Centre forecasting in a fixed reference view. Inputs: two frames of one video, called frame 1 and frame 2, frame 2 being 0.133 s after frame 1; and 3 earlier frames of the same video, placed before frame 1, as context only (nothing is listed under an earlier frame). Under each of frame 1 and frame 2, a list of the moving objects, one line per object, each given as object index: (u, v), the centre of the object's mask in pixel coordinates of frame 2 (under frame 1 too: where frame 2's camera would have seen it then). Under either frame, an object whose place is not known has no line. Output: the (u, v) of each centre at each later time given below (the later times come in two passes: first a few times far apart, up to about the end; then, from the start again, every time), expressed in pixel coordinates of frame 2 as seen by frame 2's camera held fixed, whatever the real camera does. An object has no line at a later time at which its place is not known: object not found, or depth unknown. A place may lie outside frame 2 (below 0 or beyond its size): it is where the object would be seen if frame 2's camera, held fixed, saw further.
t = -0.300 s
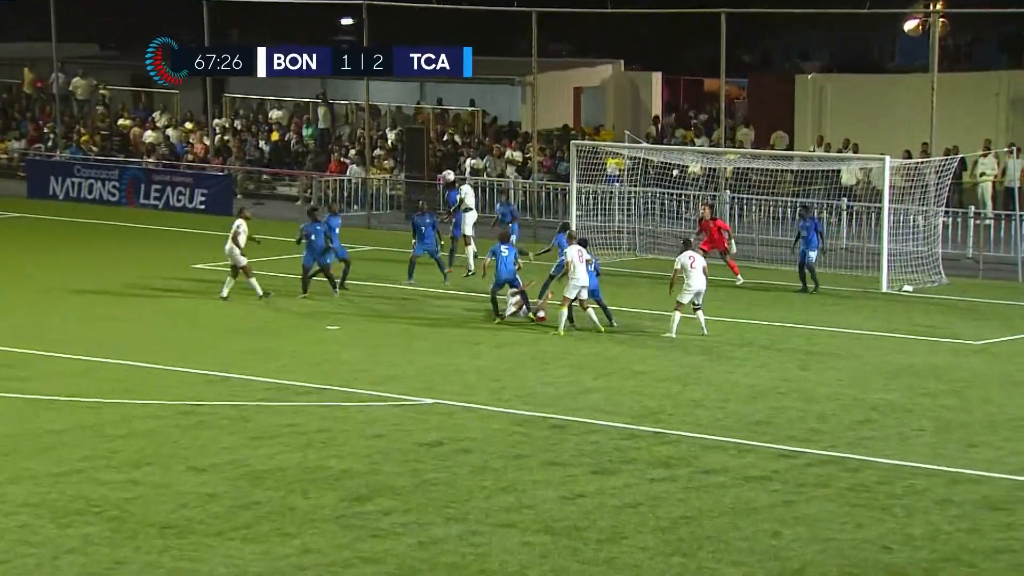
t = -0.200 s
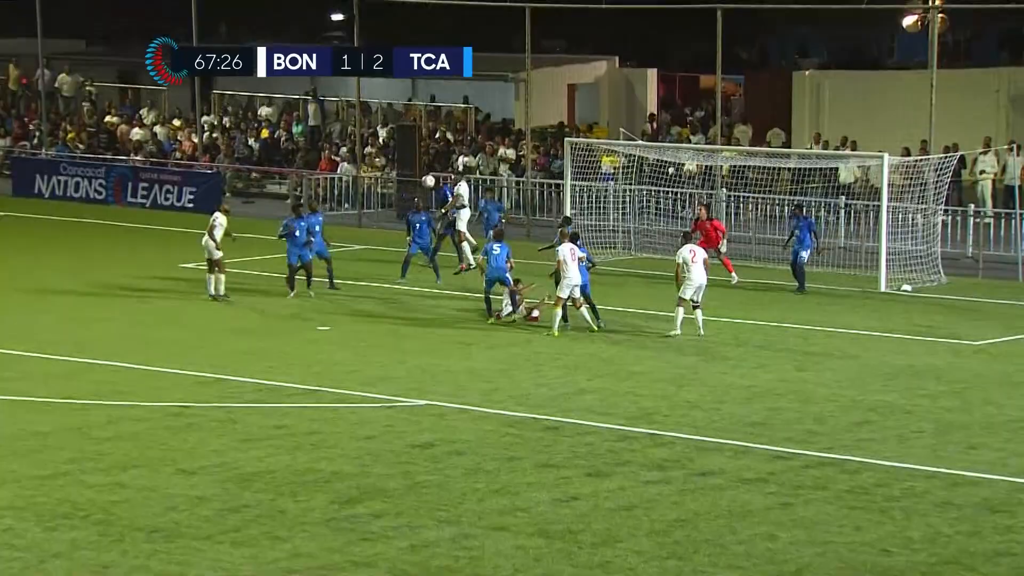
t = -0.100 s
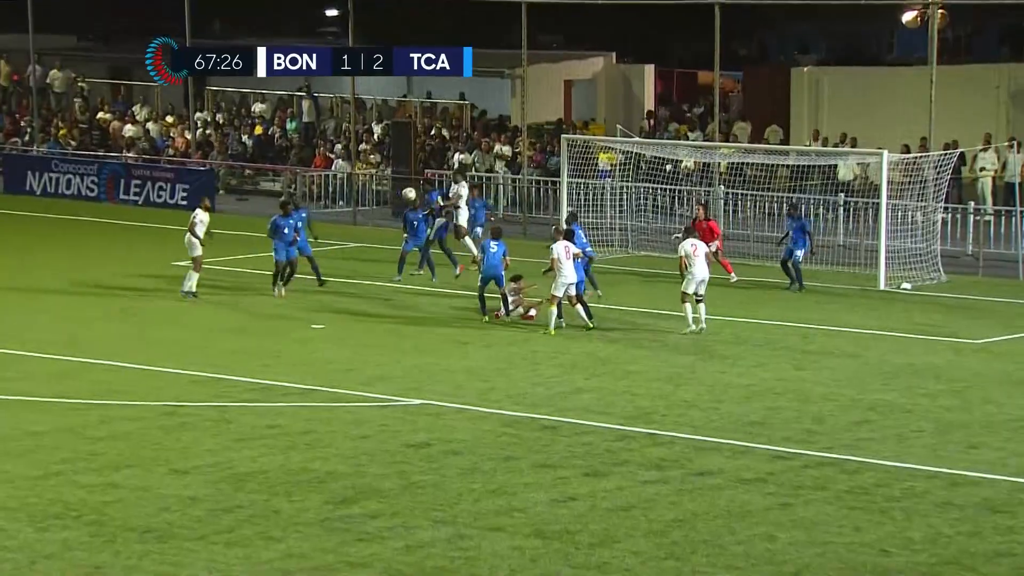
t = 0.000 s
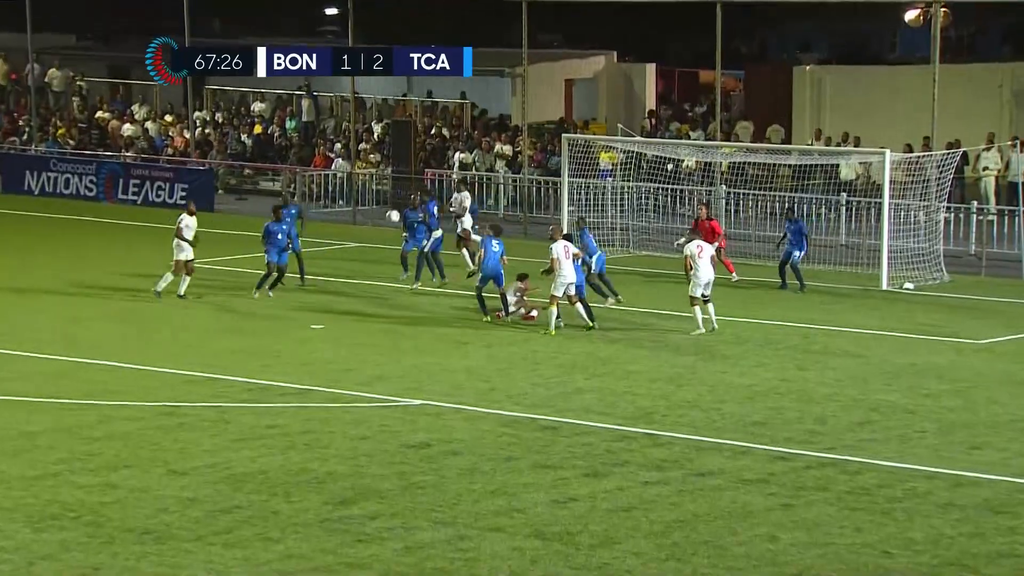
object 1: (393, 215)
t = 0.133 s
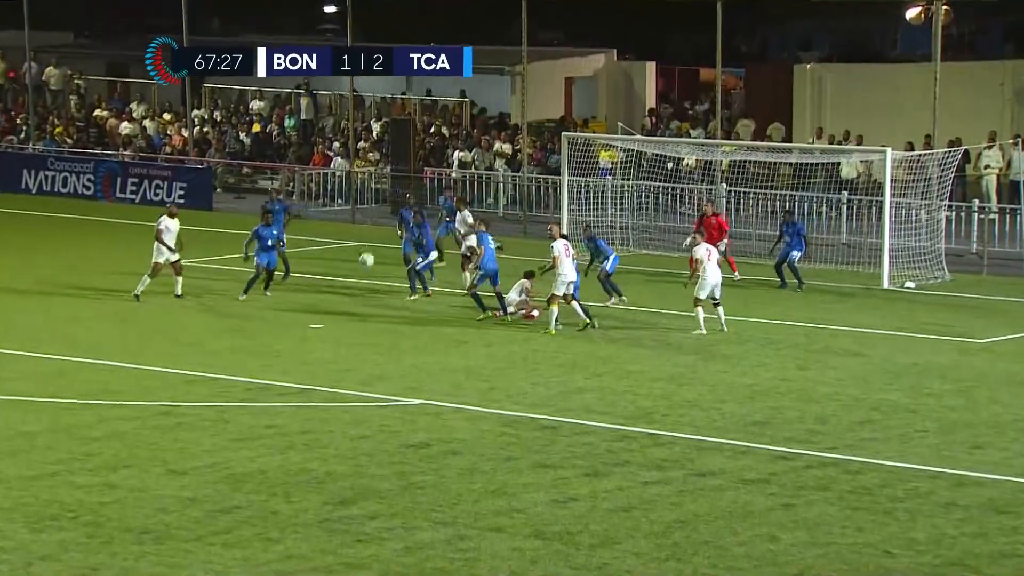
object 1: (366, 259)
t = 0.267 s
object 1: (338, 319)
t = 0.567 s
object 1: (295, 316)
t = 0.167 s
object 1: (360, 272)
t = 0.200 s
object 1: (353, 287)
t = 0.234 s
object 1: (346, 301)
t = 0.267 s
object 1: (338, 319)
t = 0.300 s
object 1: (330, 337)
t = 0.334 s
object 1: (322, 355)
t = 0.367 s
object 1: (317, 361)
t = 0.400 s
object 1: (314, 357)
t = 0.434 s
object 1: (309, 343)
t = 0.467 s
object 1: (305, 335)
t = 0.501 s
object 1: (301, 328)
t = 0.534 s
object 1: (298, 321)
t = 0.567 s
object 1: (295, 316)
